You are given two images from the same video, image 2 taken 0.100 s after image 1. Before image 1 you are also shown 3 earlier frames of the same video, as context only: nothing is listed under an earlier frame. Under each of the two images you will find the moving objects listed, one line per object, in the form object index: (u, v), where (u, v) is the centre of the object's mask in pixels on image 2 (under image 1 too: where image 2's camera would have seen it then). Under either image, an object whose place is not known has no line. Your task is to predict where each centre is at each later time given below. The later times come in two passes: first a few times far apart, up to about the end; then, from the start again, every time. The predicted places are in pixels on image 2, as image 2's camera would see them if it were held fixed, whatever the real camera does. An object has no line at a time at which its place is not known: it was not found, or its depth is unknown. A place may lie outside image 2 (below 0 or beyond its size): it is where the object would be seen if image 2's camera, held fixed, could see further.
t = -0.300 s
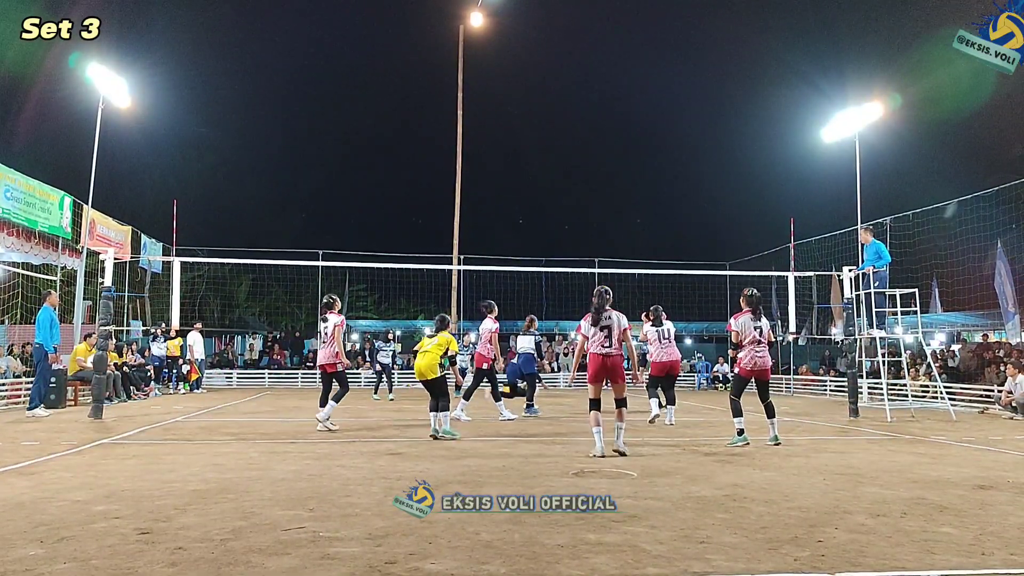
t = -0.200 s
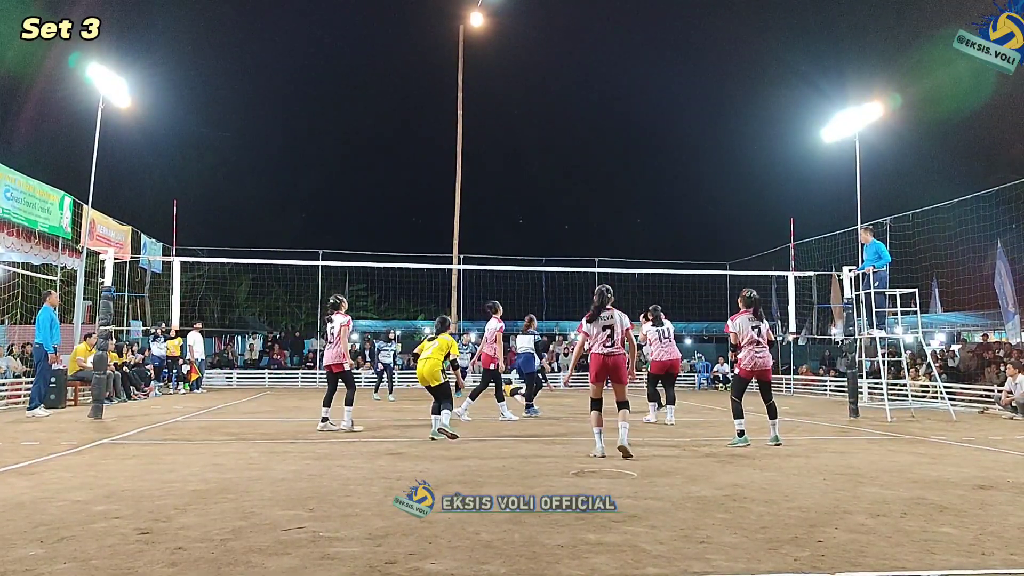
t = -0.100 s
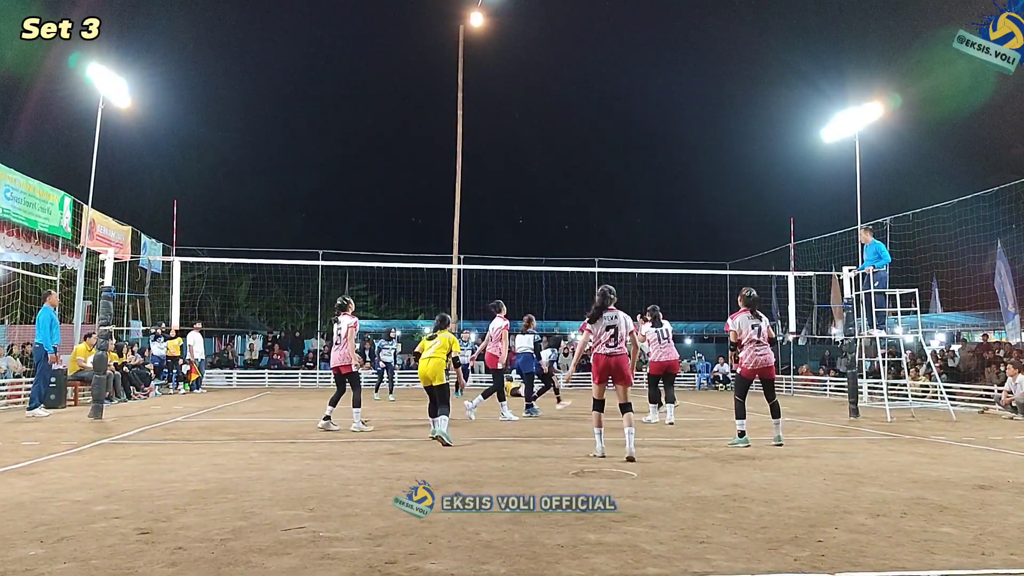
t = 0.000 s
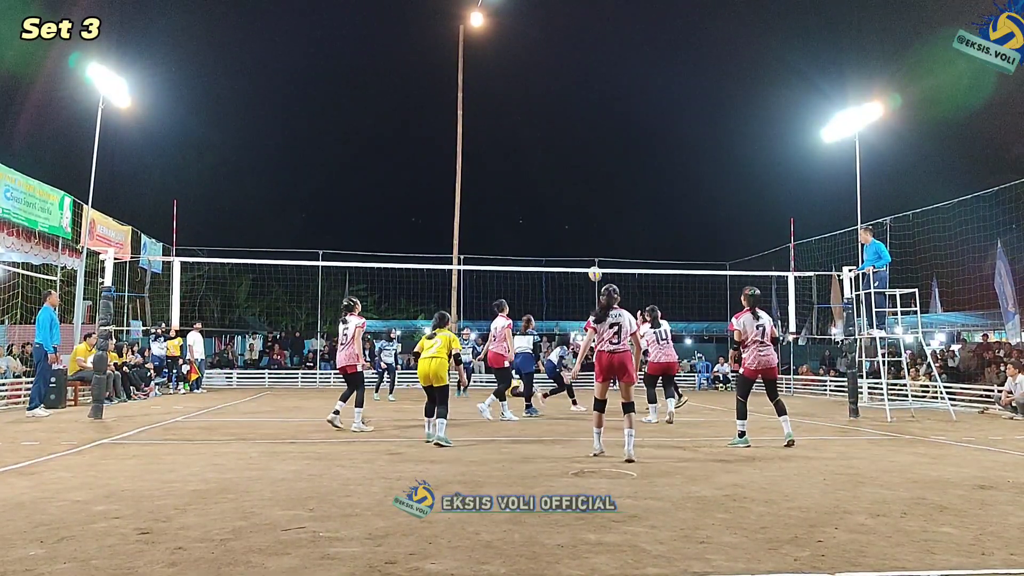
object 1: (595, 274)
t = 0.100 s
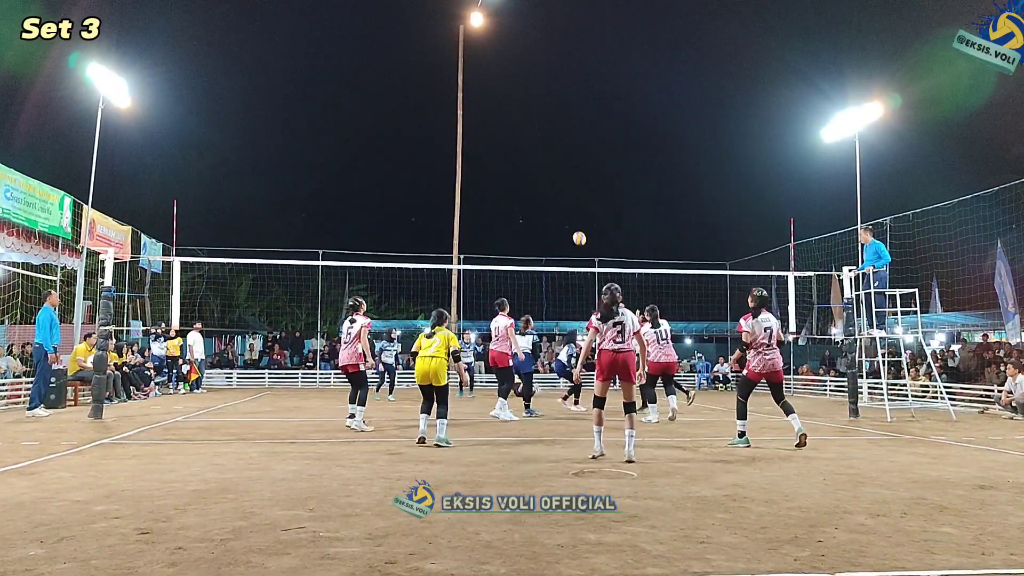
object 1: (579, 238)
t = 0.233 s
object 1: (560, 201)
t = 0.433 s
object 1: (531, 165)
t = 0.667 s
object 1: (499, 151)
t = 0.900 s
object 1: (469, 165)
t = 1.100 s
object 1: (443, 199)
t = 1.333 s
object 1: (416, 260)
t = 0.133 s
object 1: (574, 228)
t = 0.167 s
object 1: (569, 219)
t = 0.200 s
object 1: (564, 210)
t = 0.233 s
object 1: (560, 201)
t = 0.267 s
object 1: (555, 194)
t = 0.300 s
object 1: (550, 187)
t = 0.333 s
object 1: (545, 180)
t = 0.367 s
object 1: (540, 175)
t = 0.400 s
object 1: (536, 170)
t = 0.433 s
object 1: (531, 165)
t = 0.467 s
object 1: (526, 162)
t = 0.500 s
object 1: (522, 158)
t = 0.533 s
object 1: (517, 156)
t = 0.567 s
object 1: (513, 154)
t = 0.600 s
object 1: (508, 152)
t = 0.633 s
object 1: (504, 151)
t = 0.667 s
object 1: (499, 151)
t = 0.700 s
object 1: (495, 151)
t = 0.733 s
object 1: (491, 152)
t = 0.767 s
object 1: (486, 154)
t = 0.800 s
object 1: (482, 156)
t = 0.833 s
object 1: (477, 158)
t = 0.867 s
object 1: (473, 162)
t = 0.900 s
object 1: (469, 165)
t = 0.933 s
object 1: (465, 170)
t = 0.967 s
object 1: (460, 174)
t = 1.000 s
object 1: (456, 179)
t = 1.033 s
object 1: (451, 185)
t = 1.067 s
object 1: (447, 192)
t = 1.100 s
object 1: (443, 199)
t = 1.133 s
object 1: (439, 206)
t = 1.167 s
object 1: (435, 214)
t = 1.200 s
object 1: (431, 223)
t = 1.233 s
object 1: (427, 232)
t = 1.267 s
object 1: (423, 241)
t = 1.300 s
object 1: (419, 251)
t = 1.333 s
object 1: (416, 260)
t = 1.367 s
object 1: (412, 273)
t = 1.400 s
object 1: (408, 284)
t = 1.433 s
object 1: (404, 296)
